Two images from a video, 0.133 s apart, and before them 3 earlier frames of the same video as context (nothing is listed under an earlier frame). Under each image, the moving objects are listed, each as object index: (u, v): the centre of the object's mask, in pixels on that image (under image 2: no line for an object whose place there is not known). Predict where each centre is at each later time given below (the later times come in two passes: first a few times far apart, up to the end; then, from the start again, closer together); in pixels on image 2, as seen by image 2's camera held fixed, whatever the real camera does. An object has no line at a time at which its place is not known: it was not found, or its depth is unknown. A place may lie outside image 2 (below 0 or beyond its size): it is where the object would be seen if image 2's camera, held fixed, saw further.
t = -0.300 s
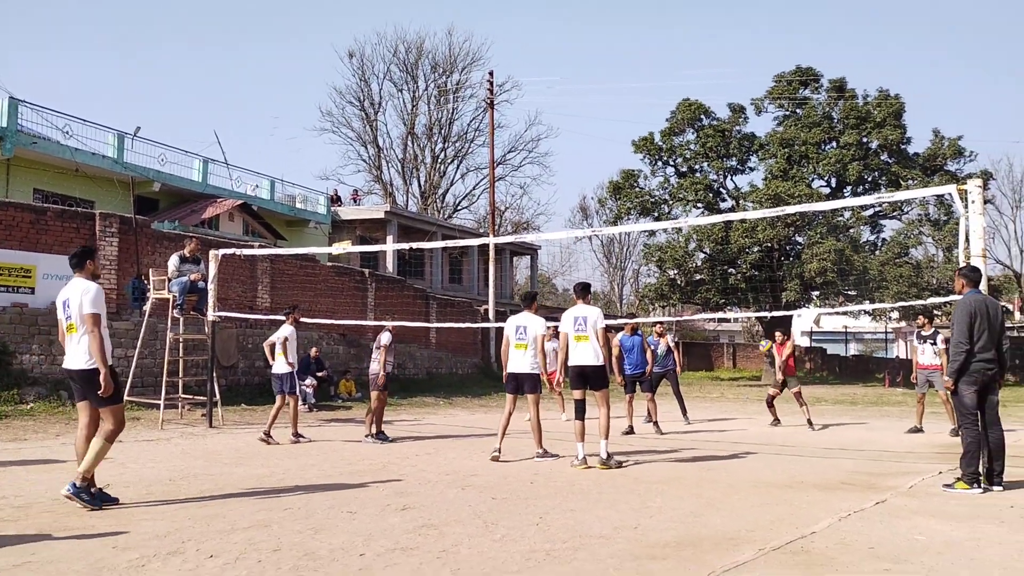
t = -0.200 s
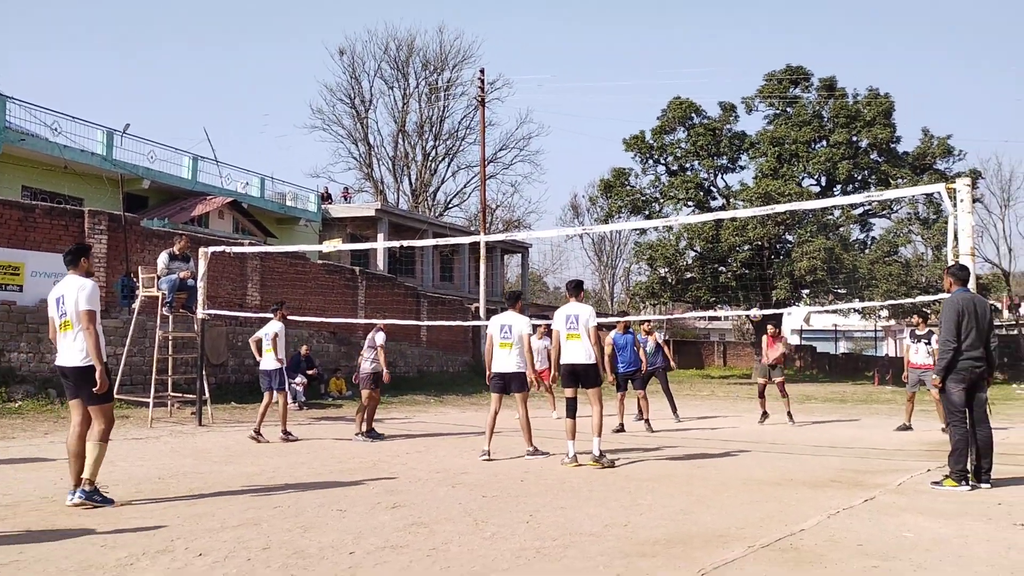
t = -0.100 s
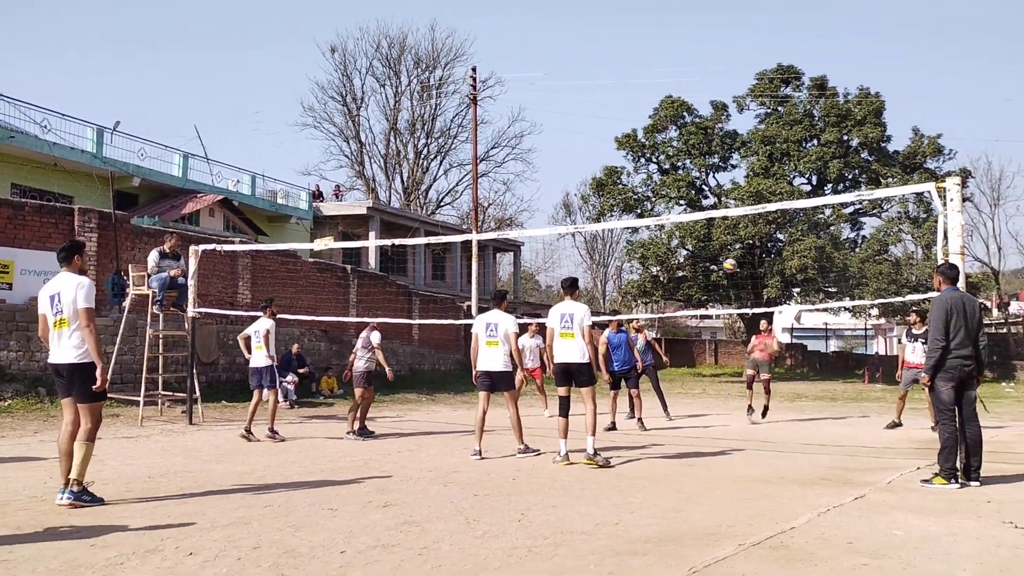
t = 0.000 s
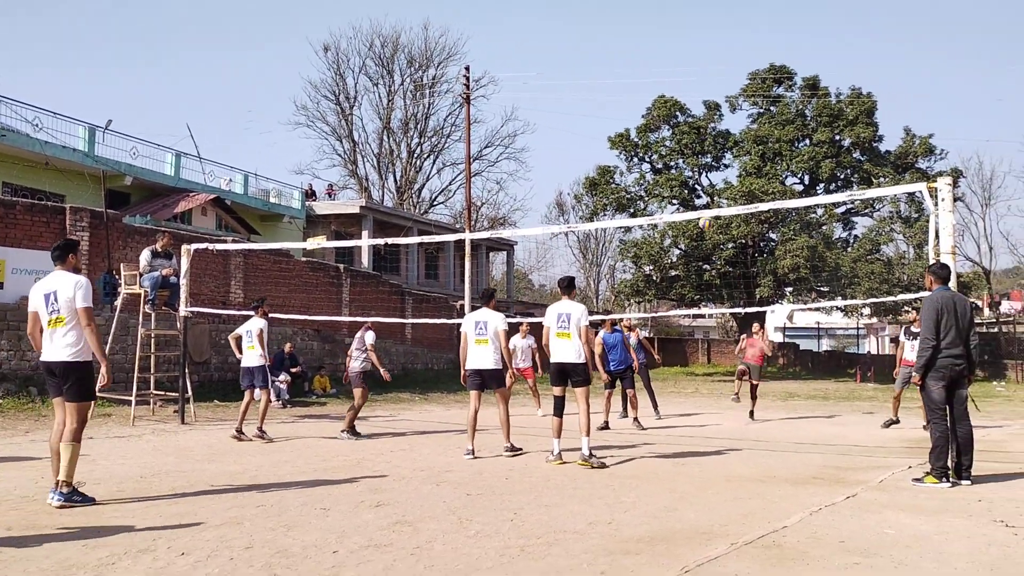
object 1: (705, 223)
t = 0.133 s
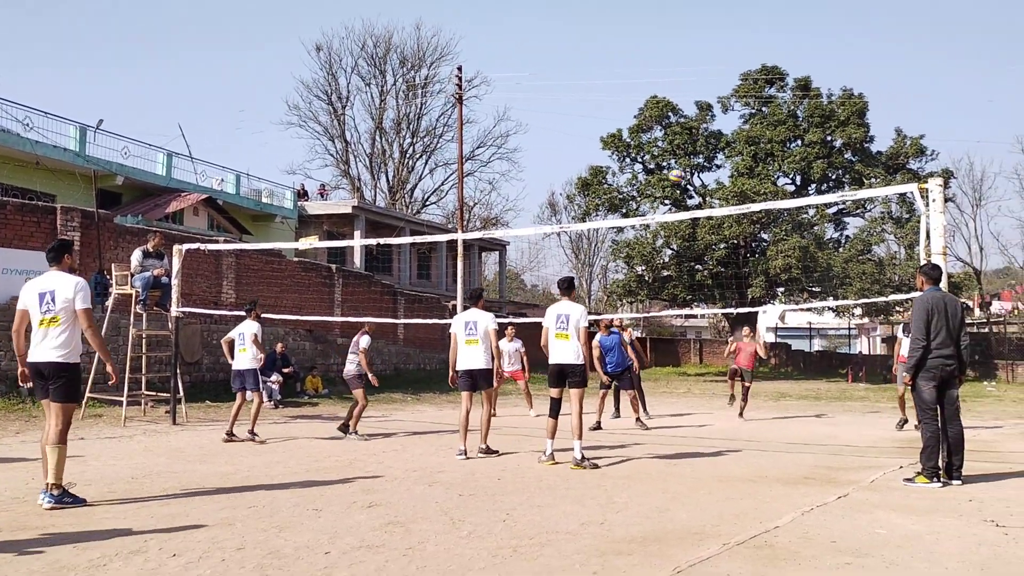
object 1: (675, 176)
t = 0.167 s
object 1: (670, 166)
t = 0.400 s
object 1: (631, 112)
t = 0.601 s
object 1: (597, 90)
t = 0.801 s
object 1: (562, 93)
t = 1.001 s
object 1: (527, 121)
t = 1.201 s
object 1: (493, 174)
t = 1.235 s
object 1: (487, 186)
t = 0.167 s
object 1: (670, 166)
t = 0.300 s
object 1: (648, 130)
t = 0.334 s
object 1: (641, 124)
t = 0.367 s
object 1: (637, 117)
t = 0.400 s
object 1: (631, 112)
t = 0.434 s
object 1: (626, 107)
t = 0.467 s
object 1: (620, 102)
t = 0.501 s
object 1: (614, 98)
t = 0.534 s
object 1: (608, 95)
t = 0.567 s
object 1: (603, 92)
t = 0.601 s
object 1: (597, 90)
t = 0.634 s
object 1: (591, 89)
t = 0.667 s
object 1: (586, 89)
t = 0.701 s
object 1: (580, 89)
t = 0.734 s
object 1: (574, 89)
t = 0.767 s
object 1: (568, 91)
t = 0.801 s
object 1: (562, 93)
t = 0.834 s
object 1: (557, 96)
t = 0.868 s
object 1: (551, 99)
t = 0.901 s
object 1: (545, 103)
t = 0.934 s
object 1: (539, 109)
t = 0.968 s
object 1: (534, 115)
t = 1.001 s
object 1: (527, 121)
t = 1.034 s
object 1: (522, 127)
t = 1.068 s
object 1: (516, 135)
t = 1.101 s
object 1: (511, 144)
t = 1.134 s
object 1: (504, 153)
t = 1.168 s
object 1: (498, 164)
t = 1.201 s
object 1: (493, 174)
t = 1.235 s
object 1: (487, 186)
